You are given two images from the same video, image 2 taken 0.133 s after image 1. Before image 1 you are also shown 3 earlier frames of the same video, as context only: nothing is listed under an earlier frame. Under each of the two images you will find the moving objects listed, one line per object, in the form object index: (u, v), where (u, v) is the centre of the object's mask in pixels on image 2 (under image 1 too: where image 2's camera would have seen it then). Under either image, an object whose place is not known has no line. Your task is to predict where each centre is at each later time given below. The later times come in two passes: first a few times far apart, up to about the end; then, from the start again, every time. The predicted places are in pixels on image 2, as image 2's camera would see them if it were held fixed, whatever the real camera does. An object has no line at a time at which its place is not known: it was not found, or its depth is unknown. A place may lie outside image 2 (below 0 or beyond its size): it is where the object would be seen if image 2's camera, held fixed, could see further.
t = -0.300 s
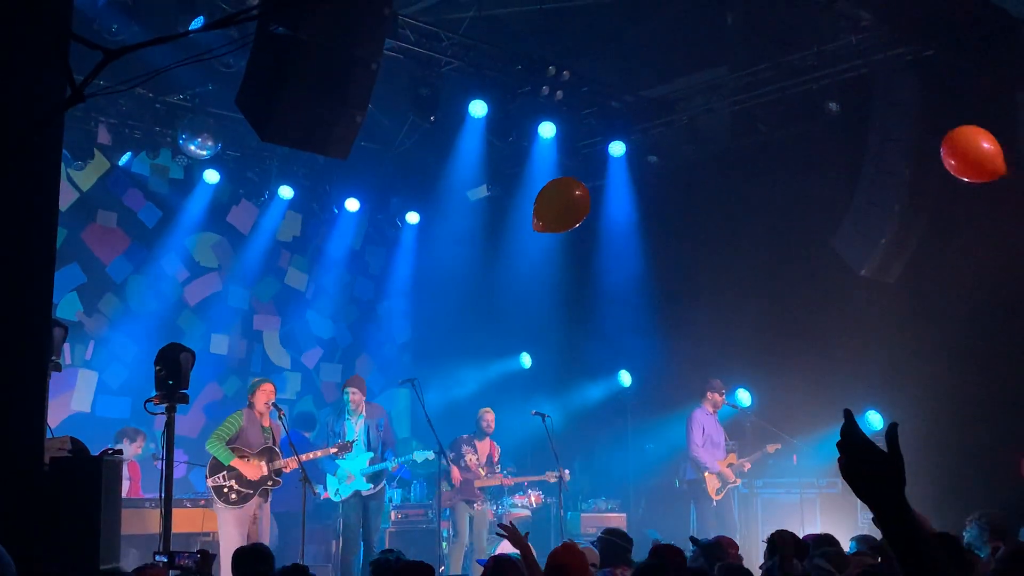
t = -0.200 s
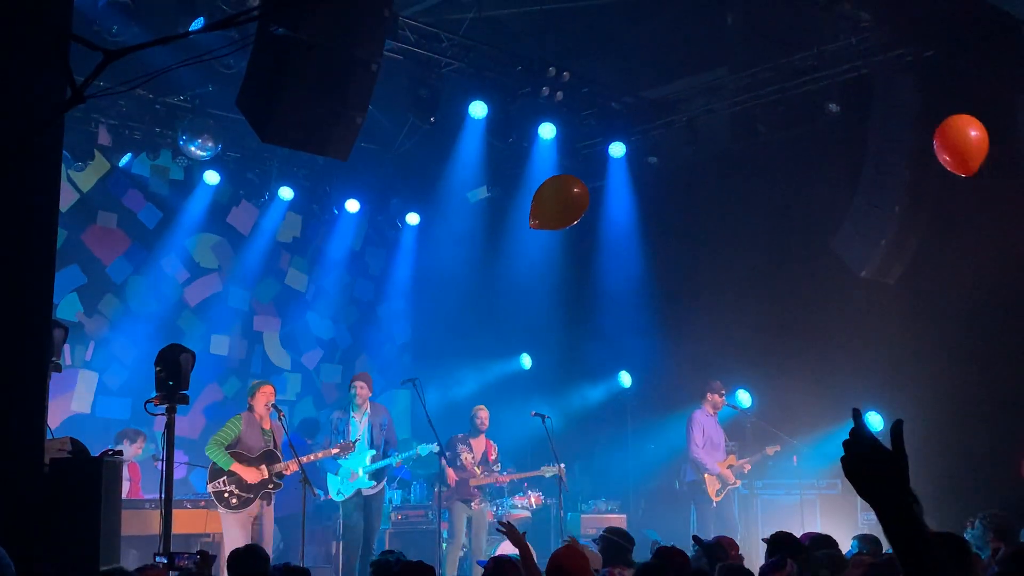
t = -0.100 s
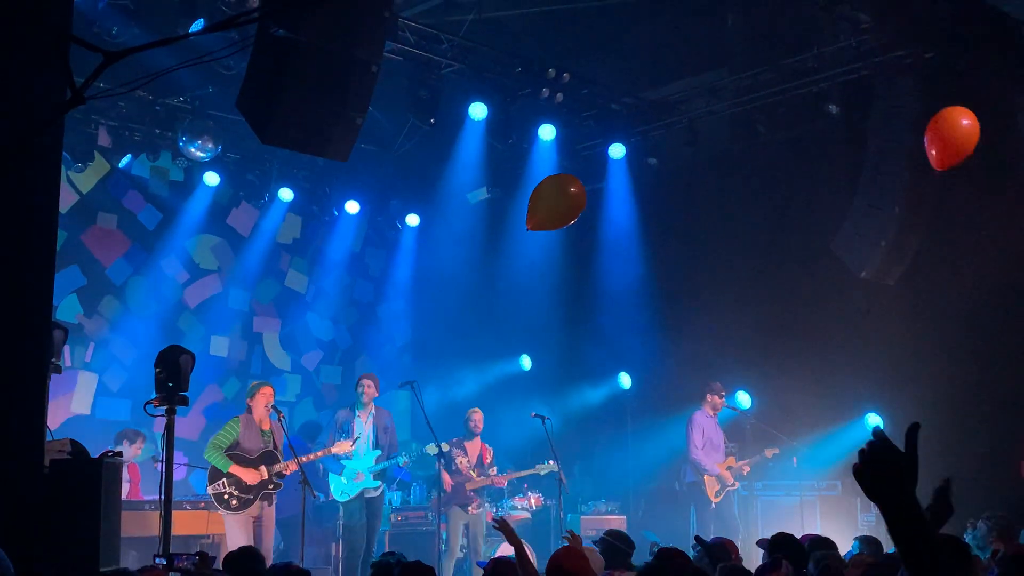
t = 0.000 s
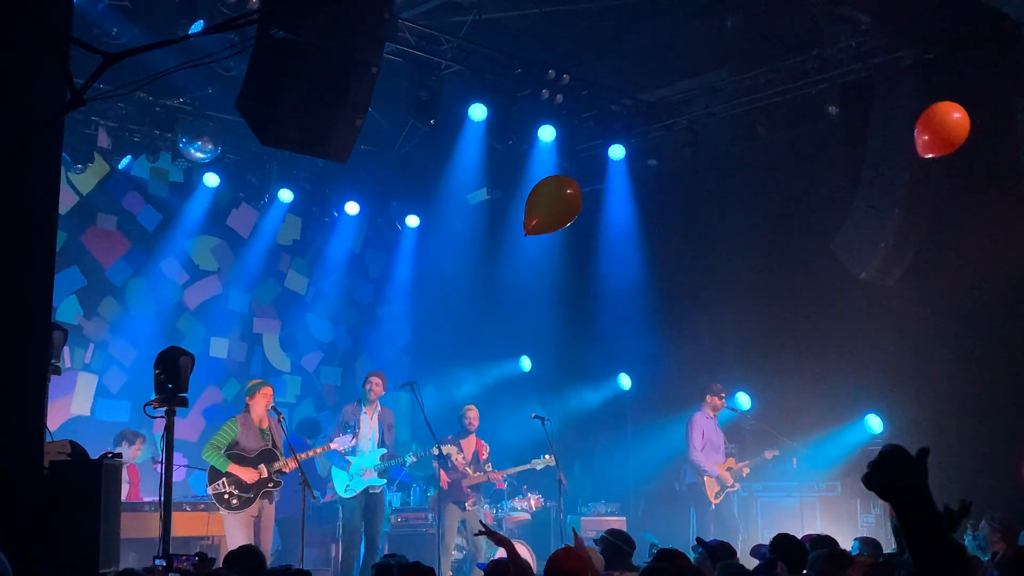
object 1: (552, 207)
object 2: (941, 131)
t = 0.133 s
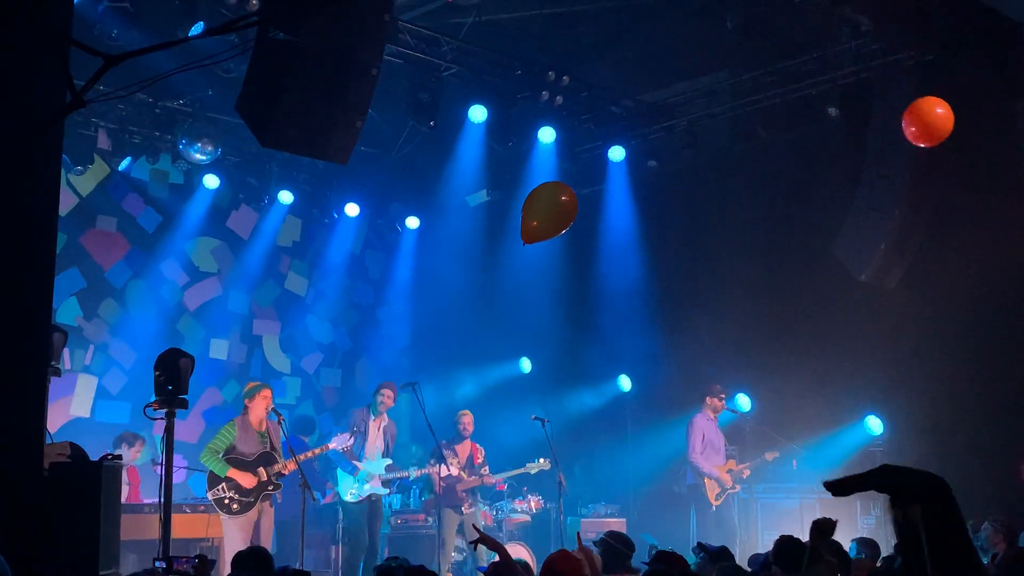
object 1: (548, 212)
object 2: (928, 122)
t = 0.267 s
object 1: (544, 221)
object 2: (913, 114)
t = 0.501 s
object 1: (538, 246)
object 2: (889, 106)
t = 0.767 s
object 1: (531, 285)
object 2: (868, 107)
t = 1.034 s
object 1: (515, 329)
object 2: (845, 121)
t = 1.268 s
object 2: (823, 142)
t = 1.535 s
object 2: (801, 178)
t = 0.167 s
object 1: (547, 214)
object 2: (924, 120)
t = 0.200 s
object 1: (546, 216)
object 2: (920, 118)
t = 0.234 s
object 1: (545, 219)
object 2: (917, 116)
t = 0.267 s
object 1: (544, 221)
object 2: (913, 114)
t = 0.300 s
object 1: (543, 224)
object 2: (909, 112)
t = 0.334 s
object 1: (542, 227)
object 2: (906, 111)
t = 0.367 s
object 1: (541, 230)
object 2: (902, 109)
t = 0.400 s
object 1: (540, 234)
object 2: (898, 108)
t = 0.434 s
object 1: (540, 238)
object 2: (895, 108)
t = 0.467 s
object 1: (539, 242)
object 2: (892, 107)
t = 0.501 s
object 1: (538, 246)
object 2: (889, 106)
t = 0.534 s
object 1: (538, 250)
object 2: (886, 106)
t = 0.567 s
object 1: (537, 255)
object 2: (883, 105)
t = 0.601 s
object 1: (536, 259)
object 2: (880, 105)
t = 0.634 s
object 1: (535, 264)
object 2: (877, 105)
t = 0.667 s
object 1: (534, 269)
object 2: (875, 105)
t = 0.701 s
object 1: (533, 274)
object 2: (873, 106)
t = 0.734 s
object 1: (532, 279)
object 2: (870, 106)
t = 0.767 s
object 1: (531, 285)
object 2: (868, 107)
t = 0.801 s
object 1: (530, 290)
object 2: (865, 109)
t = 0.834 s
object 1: (528, 296)
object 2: (863, 110)
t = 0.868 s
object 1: (527, 301)
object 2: (860, 111)
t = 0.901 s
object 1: (525, 307)
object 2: (857, 113)
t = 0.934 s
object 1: (522, 312)
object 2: (854, 115)
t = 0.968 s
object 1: (520, 318)
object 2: (851, 117)
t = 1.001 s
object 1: (518, 324)
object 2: (848, 119)
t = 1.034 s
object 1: (515, 329)
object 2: (845, 121)
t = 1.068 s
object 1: (512, 335)
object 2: (842, 123)
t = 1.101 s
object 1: (509, 340)
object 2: (839, 126)
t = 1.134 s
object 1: (506, 346)
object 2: (836, 129)
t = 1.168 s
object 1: (504, 353)
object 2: (833, 132)
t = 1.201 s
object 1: (501, 359)
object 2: (829, 135)
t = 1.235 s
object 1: (498, 365)
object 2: (826, 139)
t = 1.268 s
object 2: (823, 142)
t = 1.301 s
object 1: (491, 378)
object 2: (819, 146)
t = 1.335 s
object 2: (816, 150)
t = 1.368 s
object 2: (813, 154)
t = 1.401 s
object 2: (810, 159)
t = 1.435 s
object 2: (808, 164)
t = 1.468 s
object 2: (805, 168)
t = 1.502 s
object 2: (803, 173)
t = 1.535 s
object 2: (801, 178)
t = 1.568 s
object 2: (798, 183)
